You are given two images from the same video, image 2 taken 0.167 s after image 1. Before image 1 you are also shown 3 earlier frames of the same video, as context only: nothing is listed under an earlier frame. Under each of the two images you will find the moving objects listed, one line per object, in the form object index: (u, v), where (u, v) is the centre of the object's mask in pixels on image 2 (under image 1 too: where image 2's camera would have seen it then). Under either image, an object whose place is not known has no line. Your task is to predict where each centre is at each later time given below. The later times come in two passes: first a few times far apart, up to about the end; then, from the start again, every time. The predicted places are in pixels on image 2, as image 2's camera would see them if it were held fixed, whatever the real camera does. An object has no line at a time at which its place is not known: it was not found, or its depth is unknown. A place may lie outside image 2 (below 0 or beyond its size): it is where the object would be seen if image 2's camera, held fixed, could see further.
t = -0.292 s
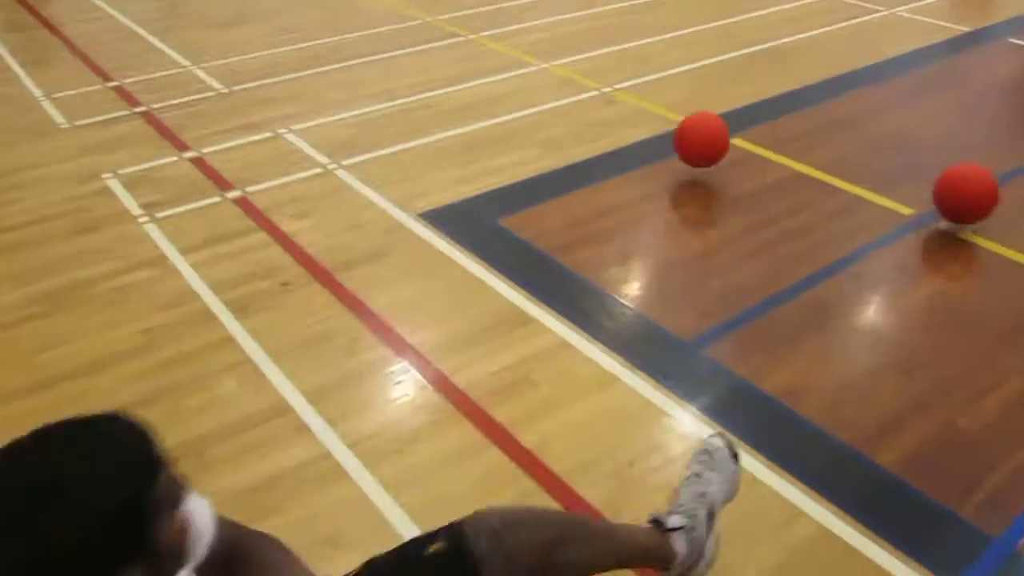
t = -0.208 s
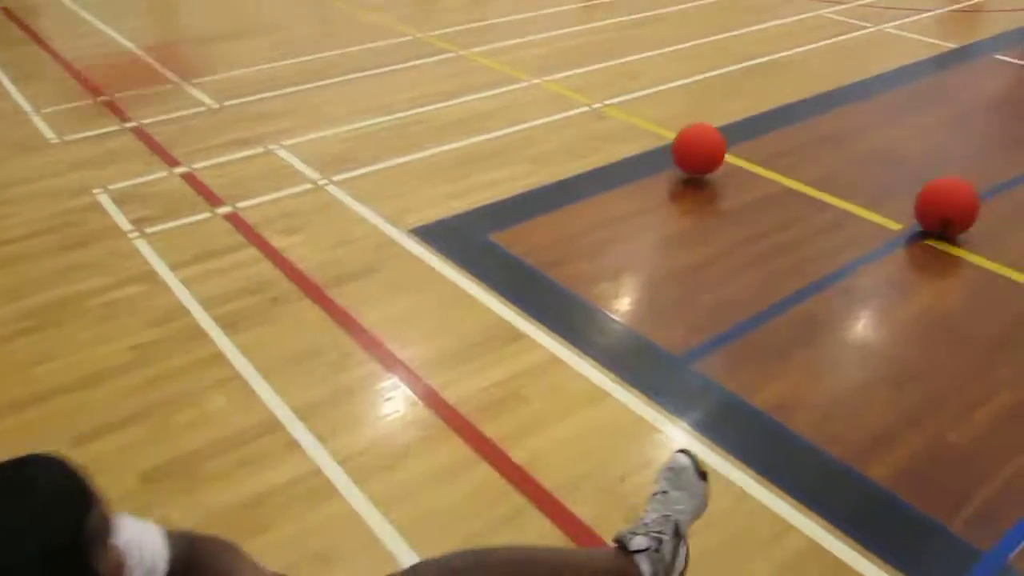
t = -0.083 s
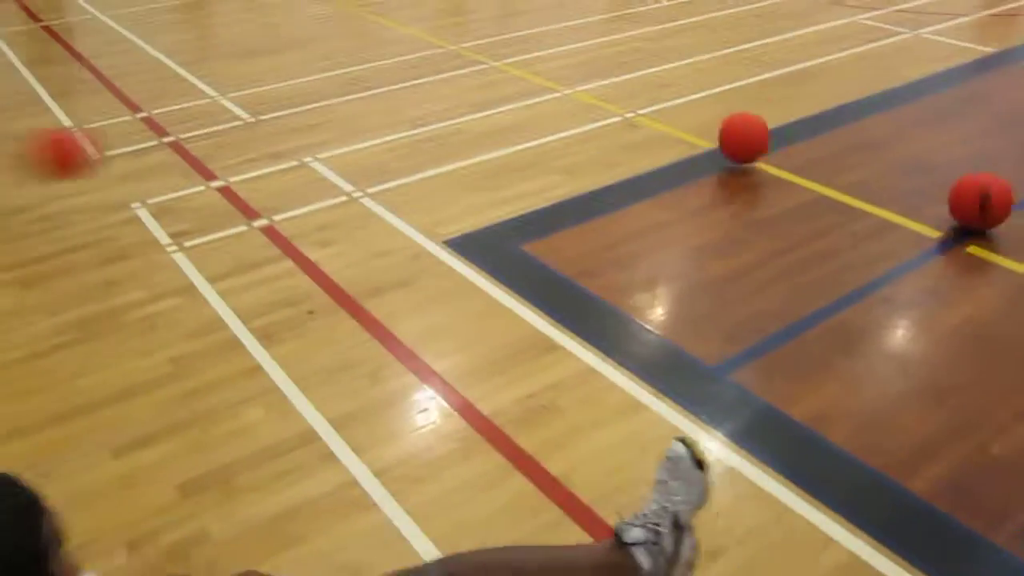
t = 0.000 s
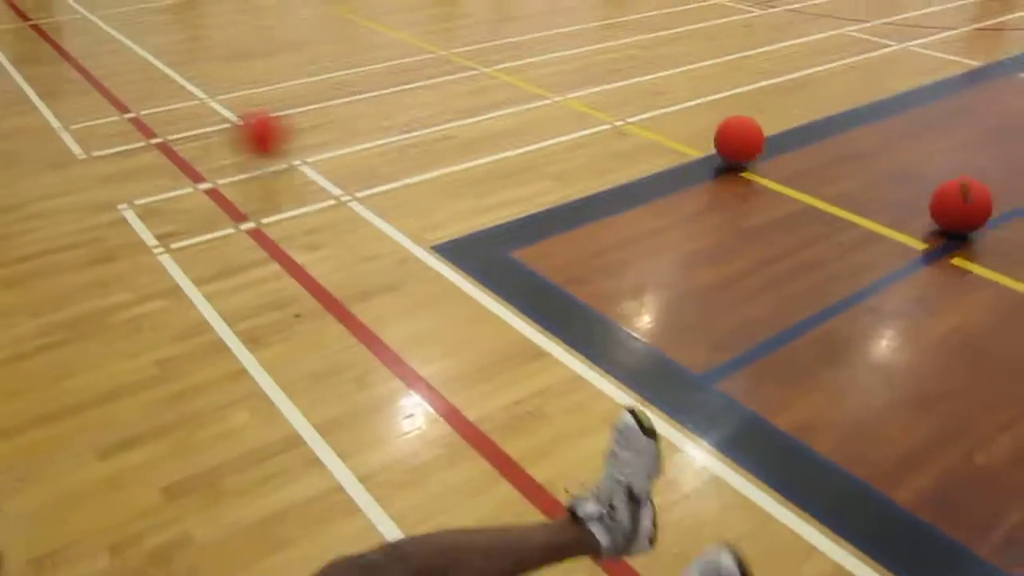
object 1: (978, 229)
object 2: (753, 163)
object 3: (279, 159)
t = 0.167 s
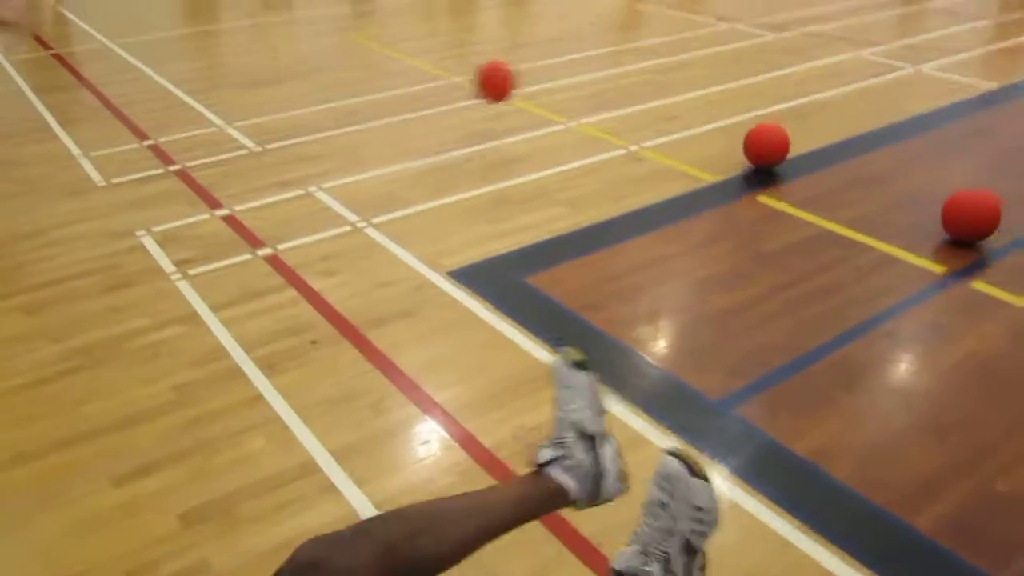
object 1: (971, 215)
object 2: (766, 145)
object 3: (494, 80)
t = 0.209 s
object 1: (970, 212)
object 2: (769, 141)
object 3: (533, 66)
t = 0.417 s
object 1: (962, 196)
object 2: (782, 122)
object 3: (696, 55)
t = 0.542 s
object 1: (951, 188)
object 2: (789, 113)
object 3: (771, 44)
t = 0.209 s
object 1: (970, 212)
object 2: (769, 141)
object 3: (533, 66)
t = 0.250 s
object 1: (967, 208)
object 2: (772, 137)
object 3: (573, 57)
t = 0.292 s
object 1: (966, 206)
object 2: (775, 134)
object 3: (608, 51)
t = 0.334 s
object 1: (964, 204)
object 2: (777, 130)
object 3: (640, 48)
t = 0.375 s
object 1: (963, 199)
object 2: (780, 127)
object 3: (670, 51)
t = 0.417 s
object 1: (962, 196)
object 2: (782, 122)
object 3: (696, 55)
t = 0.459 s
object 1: (954, 193)
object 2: (785, 119)
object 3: (722, 65)
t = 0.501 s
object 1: (950, 190)
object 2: (787, 116)
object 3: (748, 57)
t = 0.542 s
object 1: (951, 188)
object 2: (789, 113)
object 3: (771, 44)
